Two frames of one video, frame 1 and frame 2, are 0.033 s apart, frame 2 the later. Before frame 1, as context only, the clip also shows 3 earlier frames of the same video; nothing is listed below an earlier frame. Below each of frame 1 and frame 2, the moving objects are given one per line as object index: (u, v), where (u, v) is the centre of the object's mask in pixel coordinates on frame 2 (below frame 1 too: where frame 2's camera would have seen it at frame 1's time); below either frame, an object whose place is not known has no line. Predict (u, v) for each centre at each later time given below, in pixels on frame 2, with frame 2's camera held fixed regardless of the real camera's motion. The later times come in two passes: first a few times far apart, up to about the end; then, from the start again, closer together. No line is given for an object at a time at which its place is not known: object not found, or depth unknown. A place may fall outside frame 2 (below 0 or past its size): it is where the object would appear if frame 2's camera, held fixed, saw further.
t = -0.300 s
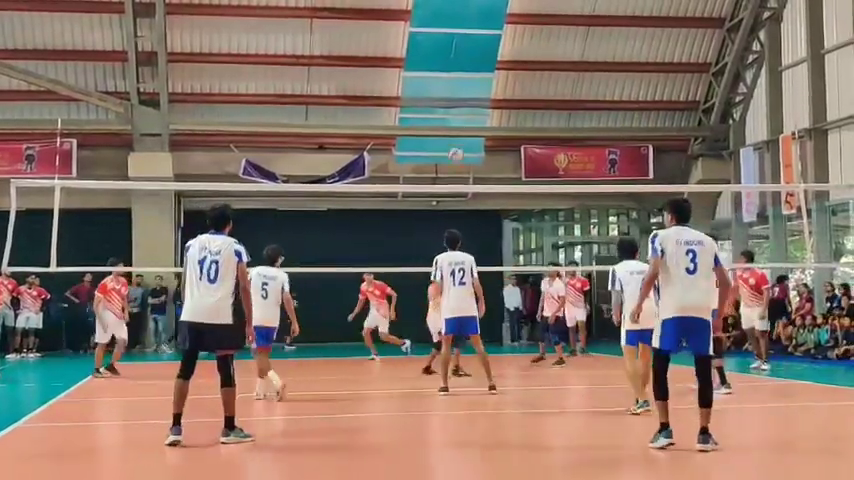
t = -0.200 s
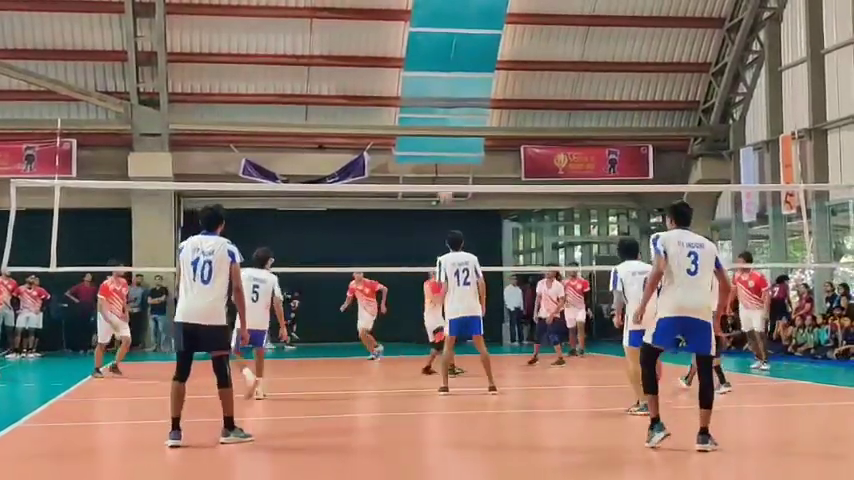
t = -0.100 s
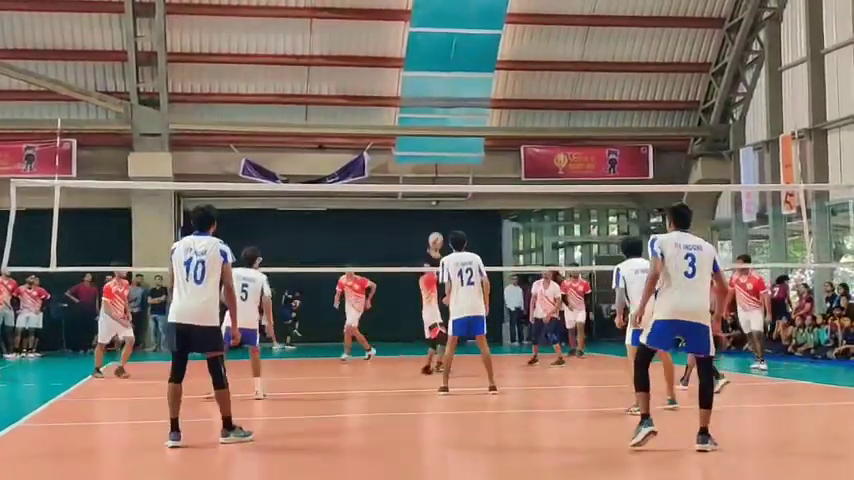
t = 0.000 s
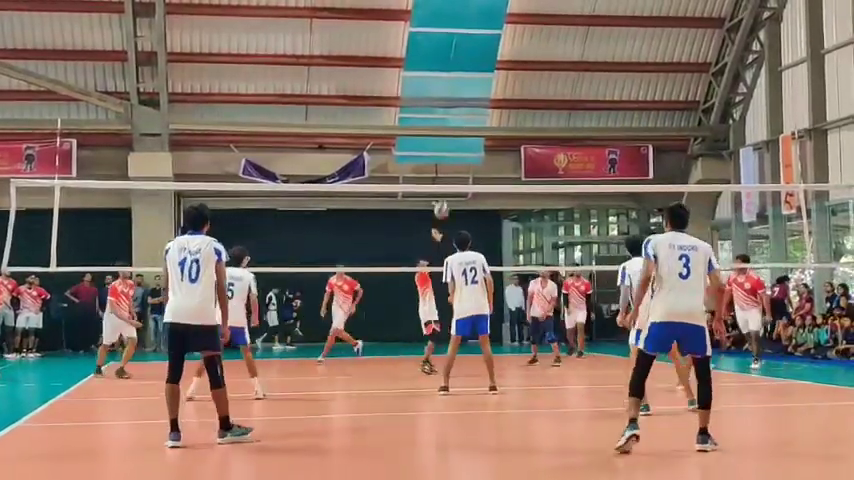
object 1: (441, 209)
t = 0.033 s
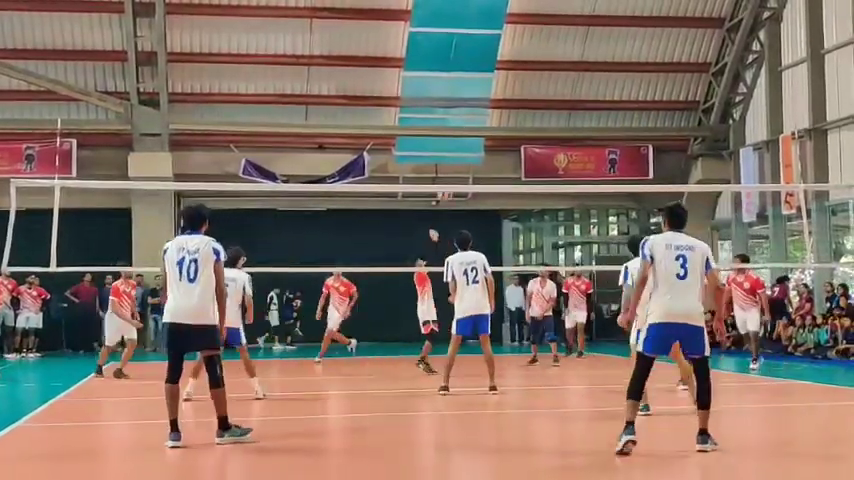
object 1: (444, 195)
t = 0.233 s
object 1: (467, 111)
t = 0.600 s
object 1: (504, 37)
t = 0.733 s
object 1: (520, 30)
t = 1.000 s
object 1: (548, 57)
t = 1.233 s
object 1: (574, 119)
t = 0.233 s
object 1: (467, 111)
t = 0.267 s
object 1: (470, 101)
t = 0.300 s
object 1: (474, 90)
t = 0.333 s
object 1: (476, 83)
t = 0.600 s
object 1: (504, 37)
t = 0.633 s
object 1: (509, 33)
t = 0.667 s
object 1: (513, 33)
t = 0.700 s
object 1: (517, 31)
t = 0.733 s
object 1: (520, 30)
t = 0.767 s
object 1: (524, 31)
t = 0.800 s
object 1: (527, 32)
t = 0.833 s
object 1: (531, 34)
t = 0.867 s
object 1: (535, 37)
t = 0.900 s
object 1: (538, 41)
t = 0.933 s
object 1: (542, 45)
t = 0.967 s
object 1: (545, 50)
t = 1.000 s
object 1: (548, 57)
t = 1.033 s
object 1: (552, 63)
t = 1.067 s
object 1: (555, 70)
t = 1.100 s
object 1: (559, 78)
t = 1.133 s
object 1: (563, 87)
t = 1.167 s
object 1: (567, 98)
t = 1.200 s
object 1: (570, 108)
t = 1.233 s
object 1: (574, 119)
